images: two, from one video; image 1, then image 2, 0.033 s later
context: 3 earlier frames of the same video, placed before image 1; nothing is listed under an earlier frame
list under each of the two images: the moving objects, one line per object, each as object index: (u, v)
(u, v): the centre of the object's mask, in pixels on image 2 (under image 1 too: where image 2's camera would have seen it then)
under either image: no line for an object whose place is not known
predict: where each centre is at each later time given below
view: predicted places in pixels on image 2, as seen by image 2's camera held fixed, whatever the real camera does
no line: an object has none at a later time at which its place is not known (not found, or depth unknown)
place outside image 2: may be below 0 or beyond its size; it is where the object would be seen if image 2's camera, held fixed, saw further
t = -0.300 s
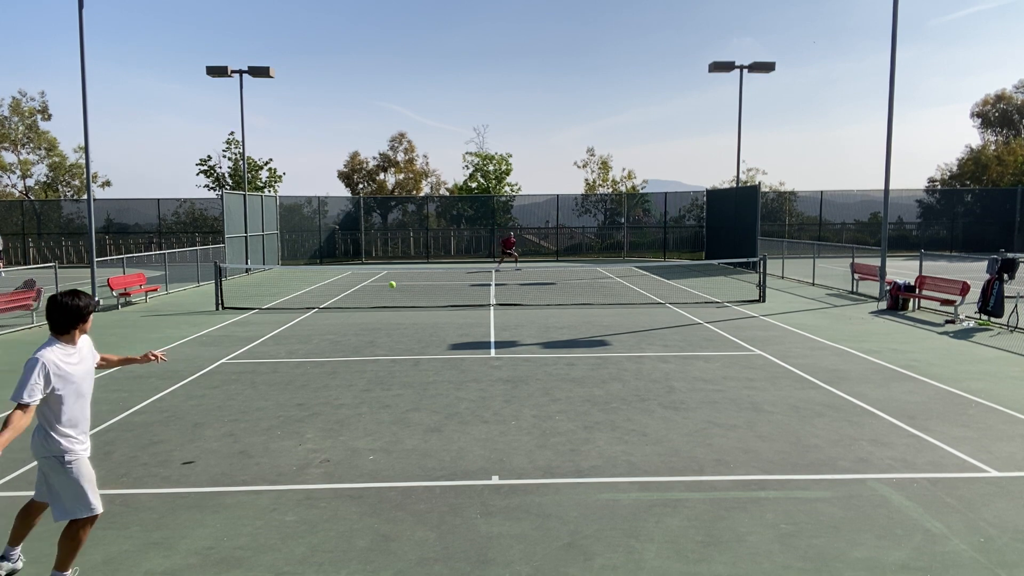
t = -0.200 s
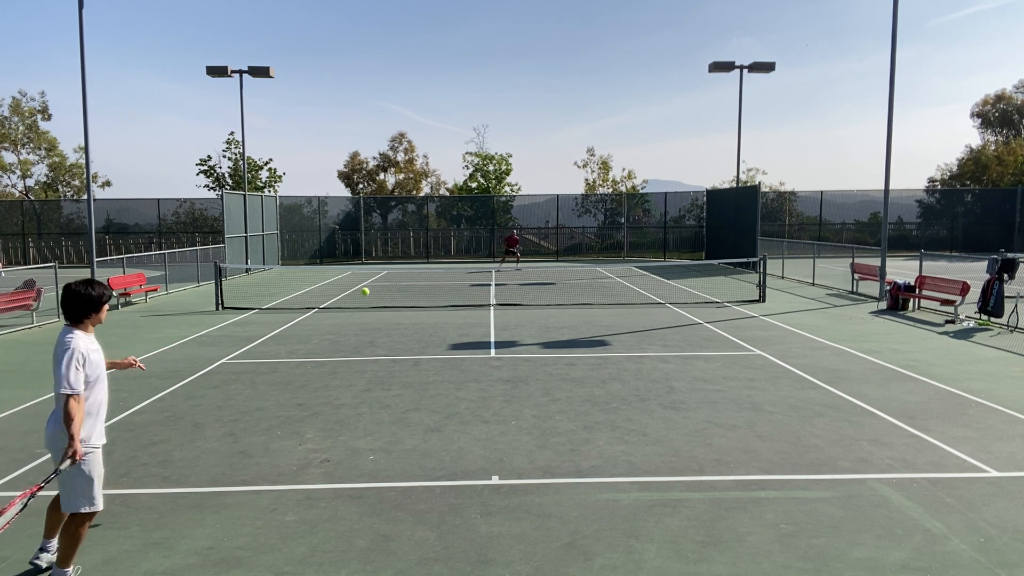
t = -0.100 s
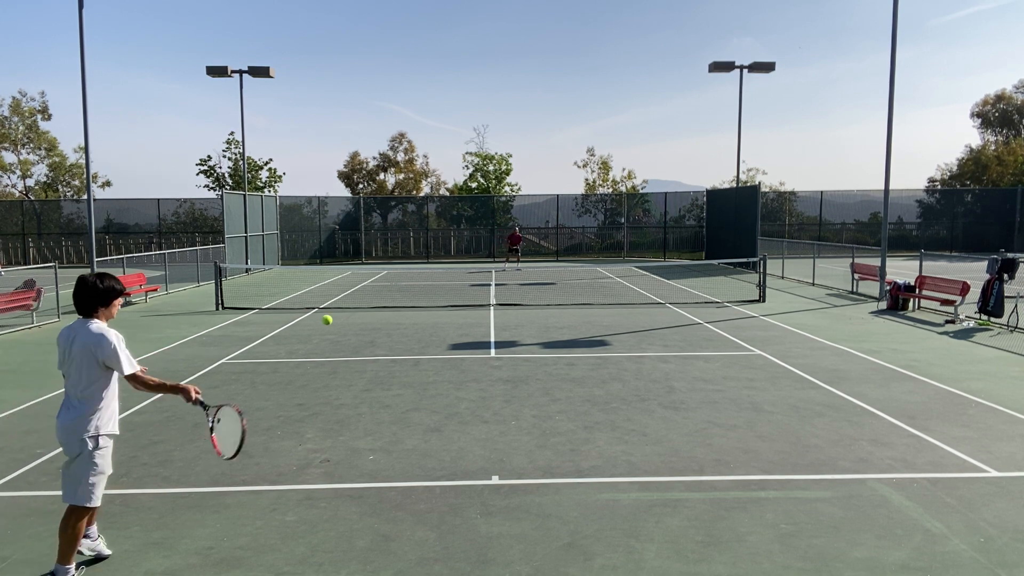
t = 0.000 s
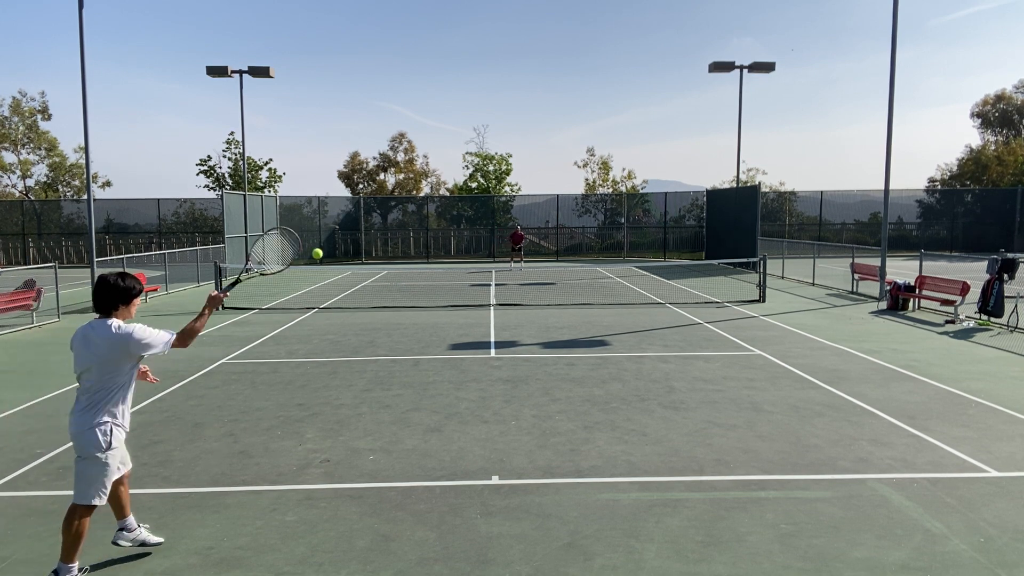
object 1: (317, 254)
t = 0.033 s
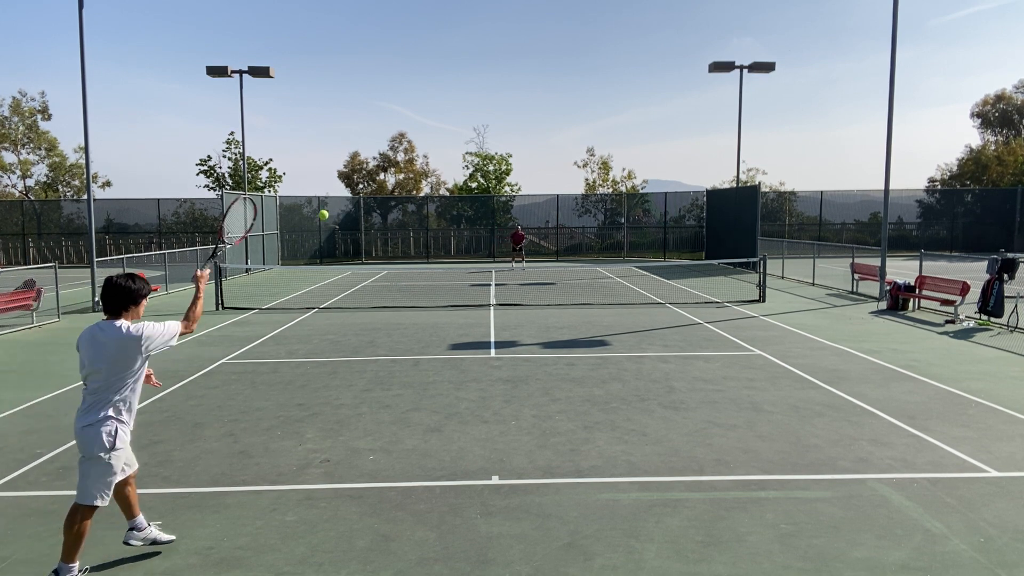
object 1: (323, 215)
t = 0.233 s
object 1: (346, 99)
